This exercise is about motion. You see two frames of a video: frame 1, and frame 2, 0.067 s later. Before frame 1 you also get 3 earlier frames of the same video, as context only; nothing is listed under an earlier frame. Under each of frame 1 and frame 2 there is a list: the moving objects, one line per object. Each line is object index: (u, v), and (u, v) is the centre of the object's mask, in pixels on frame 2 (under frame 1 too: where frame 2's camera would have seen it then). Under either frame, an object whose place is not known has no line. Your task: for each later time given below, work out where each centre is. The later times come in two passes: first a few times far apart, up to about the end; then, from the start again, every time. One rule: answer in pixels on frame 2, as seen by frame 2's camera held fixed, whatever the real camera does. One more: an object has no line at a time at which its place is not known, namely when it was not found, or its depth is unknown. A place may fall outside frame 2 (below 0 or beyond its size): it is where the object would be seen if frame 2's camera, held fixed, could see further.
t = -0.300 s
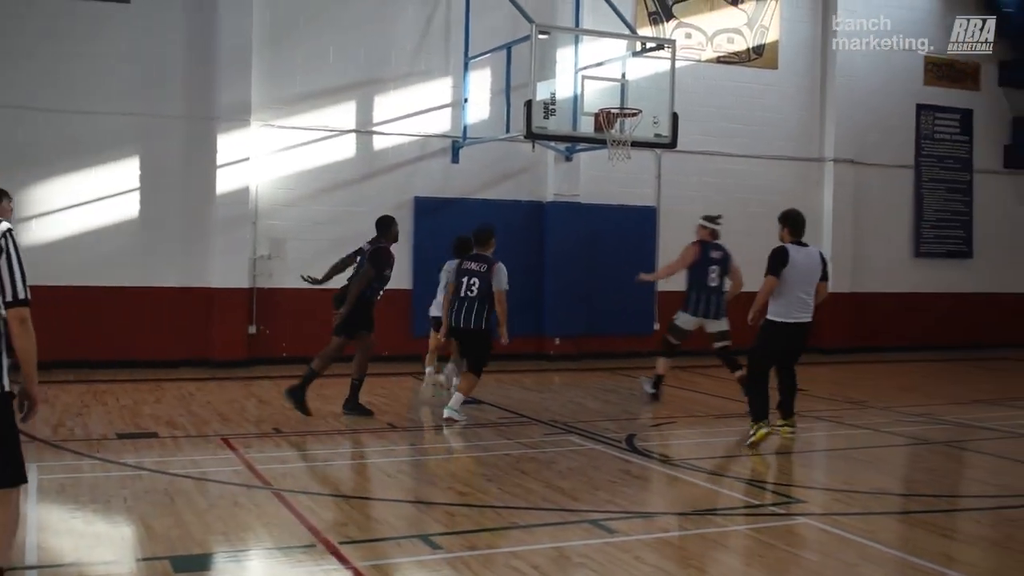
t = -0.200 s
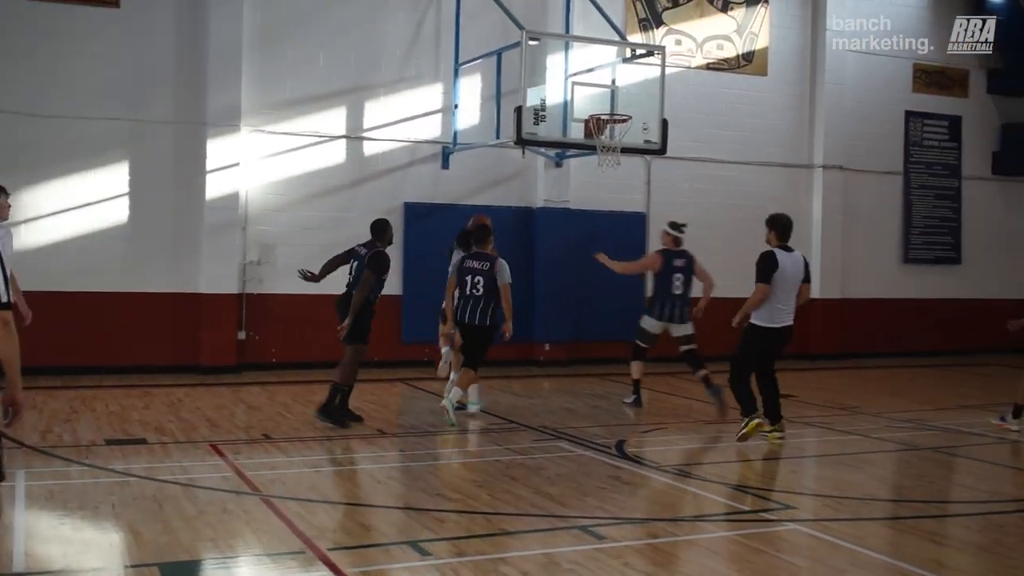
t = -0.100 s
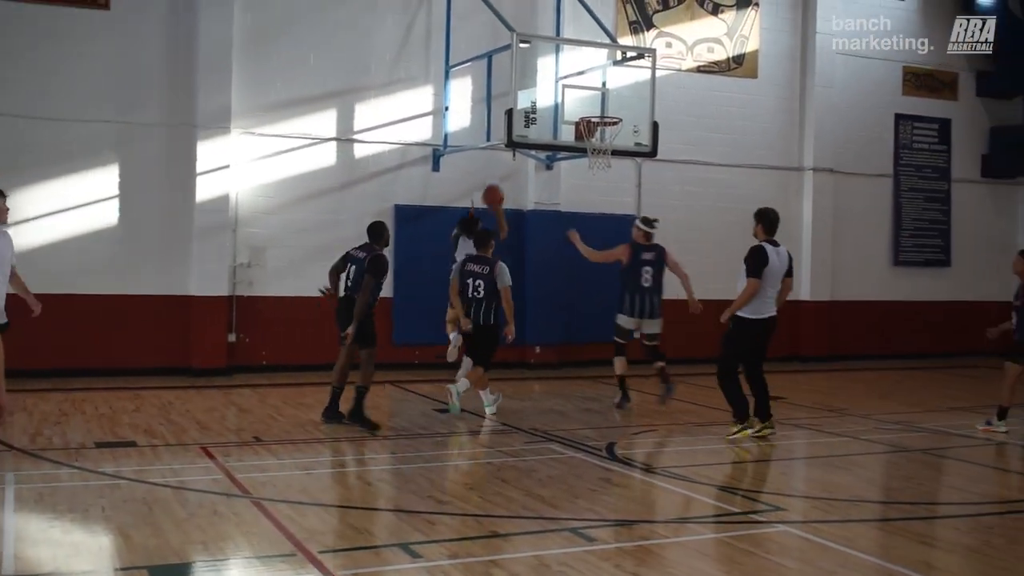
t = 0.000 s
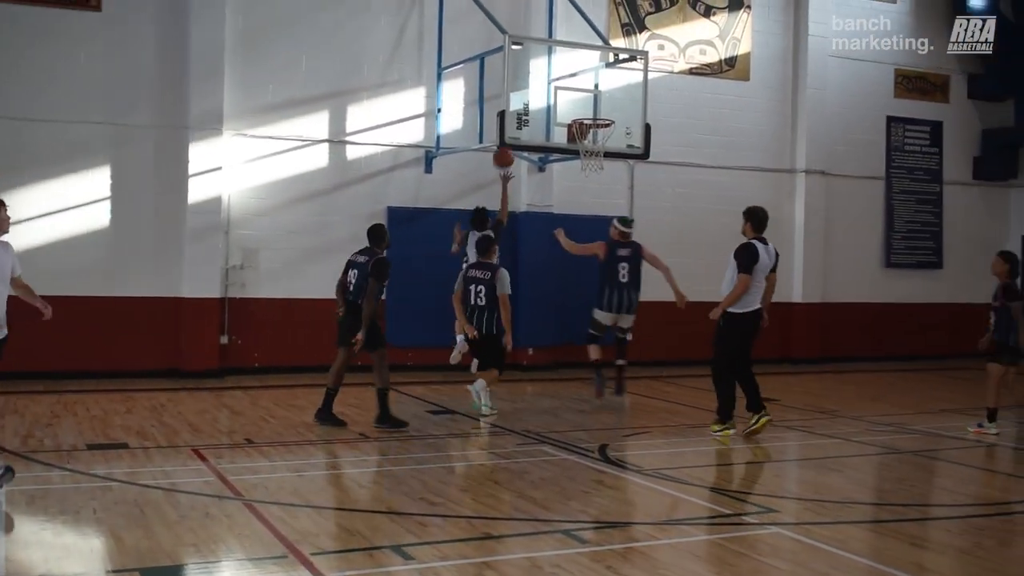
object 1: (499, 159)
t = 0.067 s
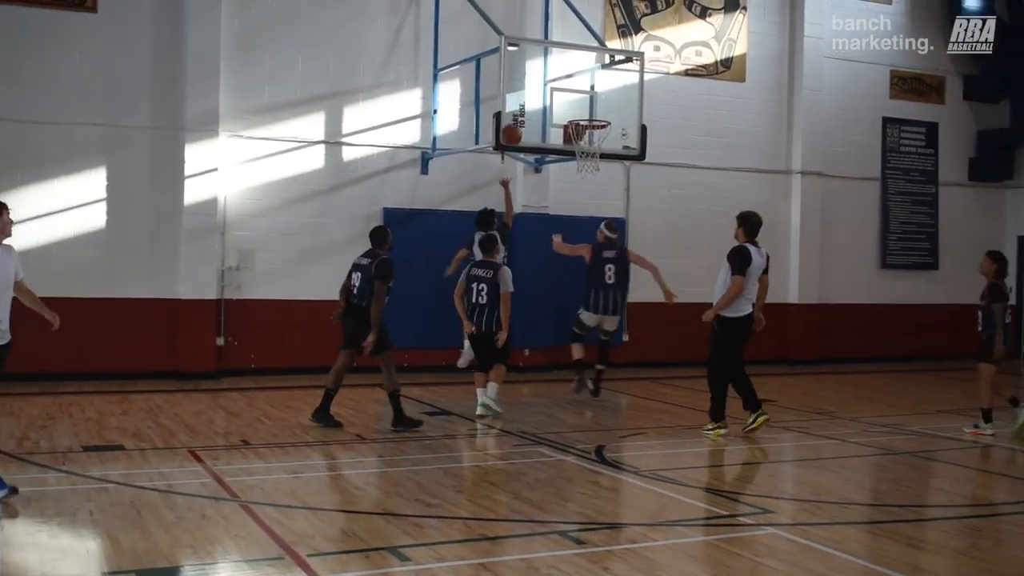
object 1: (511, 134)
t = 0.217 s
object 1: (537, 100)
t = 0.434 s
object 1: (574, 99)
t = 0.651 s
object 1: (590, 129)
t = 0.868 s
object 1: (585, 160)
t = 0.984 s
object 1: (584, 175)
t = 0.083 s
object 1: (514, 129)
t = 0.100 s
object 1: (517, 124)
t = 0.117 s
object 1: (520, 119)
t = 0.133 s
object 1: (522, 115)
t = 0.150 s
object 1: (525, 111)
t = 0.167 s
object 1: (528, 107)
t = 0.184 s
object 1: (531, 104)
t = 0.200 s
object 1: (534, 101)
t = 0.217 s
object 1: (537, 100)
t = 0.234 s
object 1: (540, 98)
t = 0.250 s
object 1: (543, 97)
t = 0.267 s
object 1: (546, 96)
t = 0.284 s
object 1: (548, 95)
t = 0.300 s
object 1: (551, 94)
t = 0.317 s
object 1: (554, 94)
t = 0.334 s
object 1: (557, 94)
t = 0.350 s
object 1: (560, 94)
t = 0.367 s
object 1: (563, 95)
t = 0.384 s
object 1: (566, 95)
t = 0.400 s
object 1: (569, 97)
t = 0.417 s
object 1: (572, 98)
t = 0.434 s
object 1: (574, 99)
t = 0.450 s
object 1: (577, 101)
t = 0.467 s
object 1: (580, 103)
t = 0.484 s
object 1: (583, 106)
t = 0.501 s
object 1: (586, 108)
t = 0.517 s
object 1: (589, 111)
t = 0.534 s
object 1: (592, 113)
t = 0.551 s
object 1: (592, 114)
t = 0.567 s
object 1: (592, 115)
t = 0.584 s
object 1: (592, 117)
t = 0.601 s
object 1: (591, 118)
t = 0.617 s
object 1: (592, 121)
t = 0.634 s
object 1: (593, 123)
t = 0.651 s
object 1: (590, 129)
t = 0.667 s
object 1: (591, 131)
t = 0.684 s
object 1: (590, 133)
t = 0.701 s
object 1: (592, 137)
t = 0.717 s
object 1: (591, 138)
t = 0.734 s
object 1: (590, 140)
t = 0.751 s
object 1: (591, 142)
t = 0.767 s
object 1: (588, 142)
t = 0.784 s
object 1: (589, 144)
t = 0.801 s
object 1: (585, 152)
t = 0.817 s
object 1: (586, 158)
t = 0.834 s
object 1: (586, 158)
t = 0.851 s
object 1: (585, 159)
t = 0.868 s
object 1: (585, 160)
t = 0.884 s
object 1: (585, 160)
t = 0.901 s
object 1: (585, 162)
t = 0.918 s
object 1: (585, 164)
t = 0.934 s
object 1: (584, 166)
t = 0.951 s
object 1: (584, 169)
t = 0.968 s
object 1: (584, 171)
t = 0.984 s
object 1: (584, 175)
